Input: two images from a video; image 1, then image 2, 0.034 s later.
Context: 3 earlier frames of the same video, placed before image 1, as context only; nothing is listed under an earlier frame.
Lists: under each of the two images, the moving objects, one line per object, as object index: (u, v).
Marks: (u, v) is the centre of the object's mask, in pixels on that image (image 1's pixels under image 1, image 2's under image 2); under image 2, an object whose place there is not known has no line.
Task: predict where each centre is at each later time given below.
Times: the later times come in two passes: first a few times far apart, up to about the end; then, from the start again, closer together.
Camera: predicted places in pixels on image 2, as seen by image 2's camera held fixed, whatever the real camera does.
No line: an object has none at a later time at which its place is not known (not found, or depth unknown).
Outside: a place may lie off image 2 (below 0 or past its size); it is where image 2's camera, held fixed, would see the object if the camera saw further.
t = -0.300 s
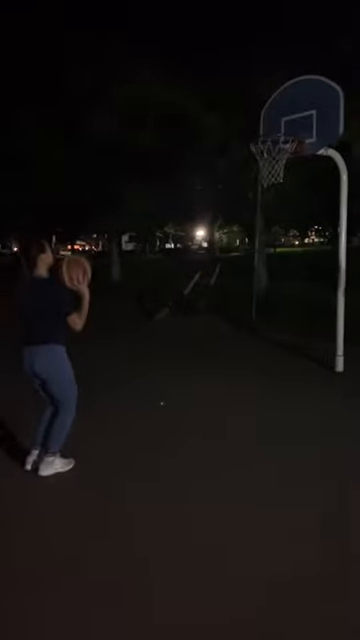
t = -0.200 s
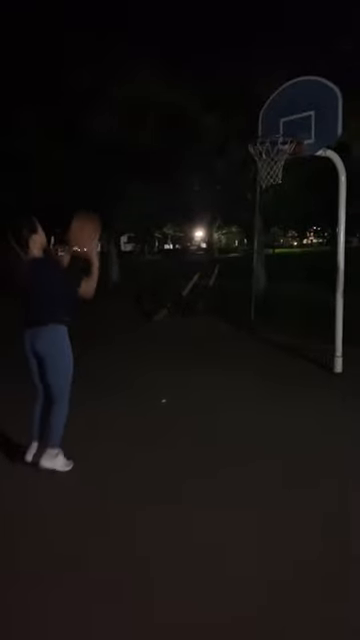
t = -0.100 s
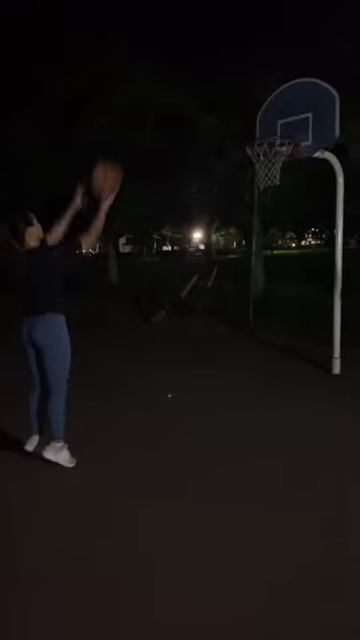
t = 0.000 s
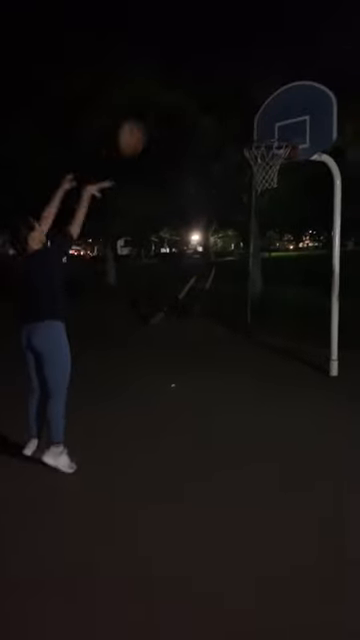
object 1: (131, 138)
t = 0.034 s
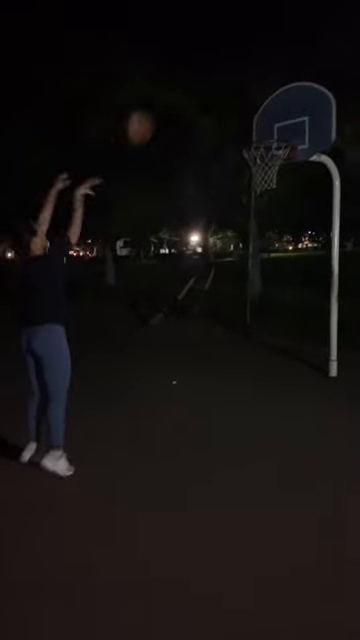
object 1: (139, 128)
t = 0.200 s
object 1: (176, 99)
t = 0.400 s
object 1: (215, 109)
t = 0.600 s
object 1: (249, 159)
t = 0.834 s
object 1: (277, 250)
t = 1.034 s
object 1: (293, 351)
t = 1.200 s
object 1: (301, 314)
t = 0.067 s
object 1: (146, 118)
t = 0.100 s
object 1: (154, 111)
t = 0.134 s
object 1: (161, 106)
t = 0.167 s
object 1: (169, 102)
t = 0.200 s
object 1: (176, 99)
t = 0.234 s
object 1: (183, 98)
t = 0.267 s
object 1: (190, 98)
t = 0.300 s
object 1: (197, 99)
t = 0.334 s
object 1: (203, 101)
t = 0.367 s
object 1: (209, 105)
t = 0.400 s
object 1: (215, 109)
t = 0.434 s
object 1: (221, 116)
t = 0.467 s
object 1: (228, 123)
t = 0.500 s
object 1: (233, 131)
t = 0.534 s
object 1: (239, 138)
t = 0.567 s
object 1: (243, 148)
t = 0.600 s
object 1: (249, 159)
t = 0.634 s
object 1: (253, 167)
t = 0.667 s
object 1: (251, 172)
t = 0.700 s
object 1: (261, 196)
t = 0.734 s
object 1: (264, 209)
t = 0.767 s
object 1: (267, 223)
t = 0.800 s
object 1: (272, 234)
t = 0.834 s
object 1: (277, 250)
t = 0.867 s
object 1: (278, 268)
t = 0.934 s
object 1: (284, 299)
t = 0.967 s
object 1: (287, 317)
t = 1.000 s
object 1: (290, 334)
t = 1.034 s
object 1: (293, 351)
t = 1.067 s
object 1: (295, 368)
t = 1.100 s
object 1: (298, 359)
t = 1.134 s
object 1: (298, 344)
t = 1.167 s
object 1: (300, 328)
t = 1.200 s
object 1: (301, 314)
